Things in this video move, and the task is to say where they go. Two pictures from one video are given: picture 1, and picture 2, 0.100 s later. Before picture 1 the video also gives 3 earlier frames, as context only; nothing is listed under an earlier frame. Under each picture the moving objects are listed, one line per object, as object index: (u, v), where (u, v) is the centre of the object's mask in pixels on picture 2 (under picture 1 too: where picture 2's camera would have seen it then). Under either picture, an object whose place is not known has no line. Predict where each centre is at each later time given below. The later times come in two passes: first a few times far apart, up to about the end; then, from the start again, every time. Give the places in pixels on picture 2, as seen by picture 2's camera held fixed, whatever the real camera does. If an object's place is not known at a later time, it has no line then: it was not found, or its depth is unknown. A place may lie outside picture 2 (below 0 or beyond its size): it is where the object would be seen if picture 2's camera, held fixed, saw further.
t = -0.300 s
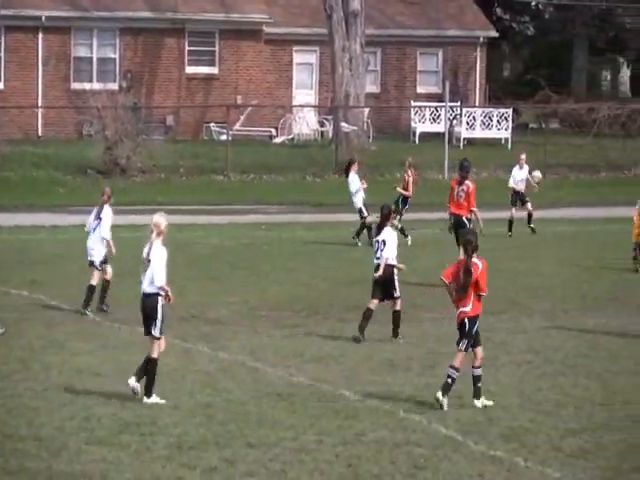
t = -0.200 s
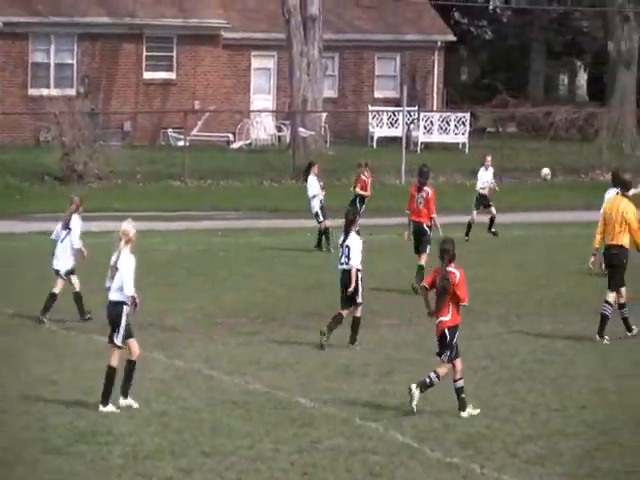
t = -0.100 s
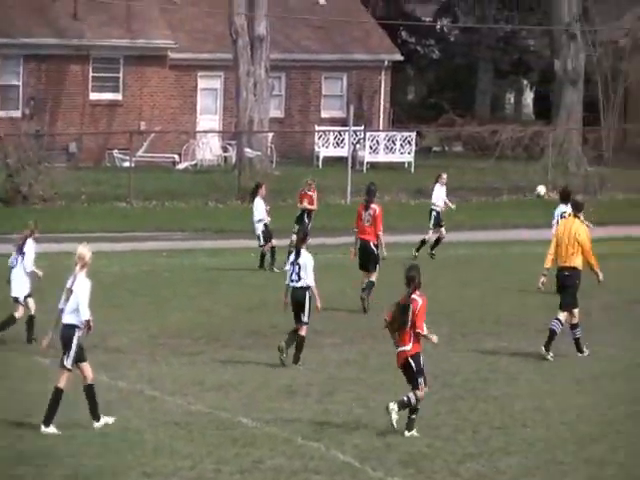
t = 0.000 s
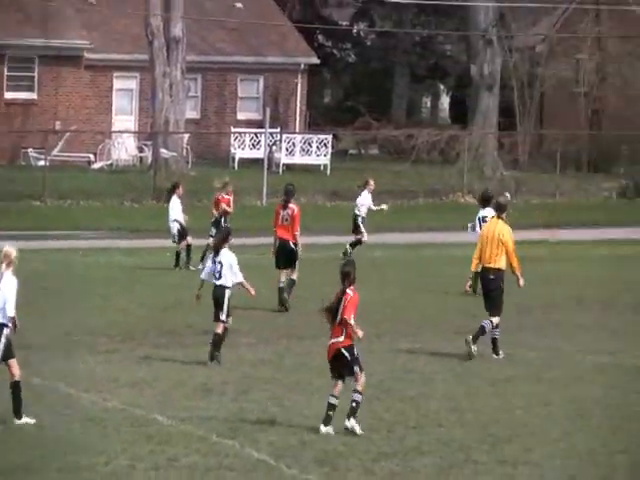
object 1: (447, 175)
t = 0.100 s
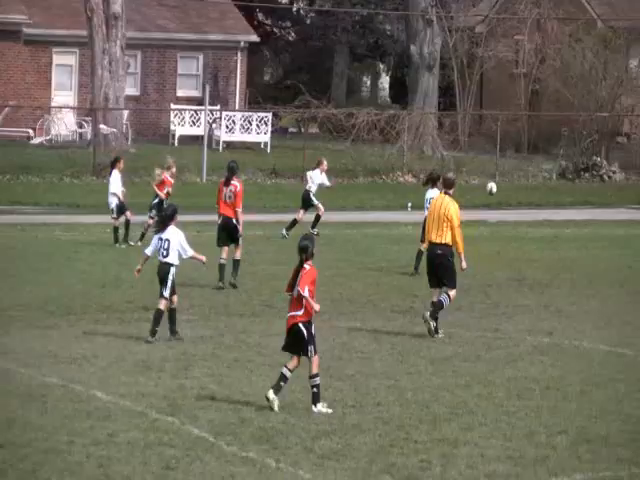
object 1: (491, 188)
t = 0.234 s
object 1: (552, 210)
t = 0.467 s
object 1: (646, 244)
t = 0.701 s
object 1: (714, 245)
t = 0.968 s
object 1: (750, 246)
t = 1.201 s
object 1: (772, 247)
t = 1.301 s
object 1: (781, 247)
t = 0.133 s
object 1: (506, 192)
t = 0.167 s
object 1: (522, 197)
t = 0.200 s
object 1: (537, 203)
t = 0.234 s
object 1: (552, 210)
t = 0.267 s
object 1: (566, 215)
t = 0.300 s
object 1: (581, 223)
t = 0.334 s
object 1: (595, 230)
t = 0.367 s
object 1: (609, 239)
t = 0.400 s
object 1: (622, 244)
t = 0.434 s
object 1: (634, 243)
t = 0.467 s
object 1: (646, 244)
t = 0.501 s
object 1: (659, 244)
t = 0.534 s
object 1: (669, 245)
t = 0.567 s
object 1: (680, 246)
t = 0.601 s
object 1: (689, 246)
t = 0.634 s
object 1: (699, 246)
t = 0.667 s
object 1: (707, 247)
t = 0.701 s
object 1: (714, 245)
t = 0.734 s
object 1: (719, 245)
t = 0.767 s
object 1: (724, 246)
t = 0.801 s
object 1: (730, 246)
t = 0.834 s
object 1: (735, 246)
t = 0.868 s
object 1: (739, 246)
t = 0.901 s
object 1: (743, 246)
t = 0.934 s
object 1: (746, 246)
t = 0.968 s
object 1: (750, 246)
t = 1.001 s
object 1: (752, 246)
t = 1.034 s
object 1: (756, 246)
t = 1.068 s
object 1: (760, 246)
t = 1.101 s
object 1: (763, 246)
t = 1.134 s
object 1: (766, 246)
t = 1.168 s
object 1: (769, 247)
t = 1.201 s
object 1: (772, 247)
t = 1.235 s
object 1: (775, 247)
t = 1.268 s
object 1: (778, 246)
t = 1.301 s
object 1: (781, 247)
